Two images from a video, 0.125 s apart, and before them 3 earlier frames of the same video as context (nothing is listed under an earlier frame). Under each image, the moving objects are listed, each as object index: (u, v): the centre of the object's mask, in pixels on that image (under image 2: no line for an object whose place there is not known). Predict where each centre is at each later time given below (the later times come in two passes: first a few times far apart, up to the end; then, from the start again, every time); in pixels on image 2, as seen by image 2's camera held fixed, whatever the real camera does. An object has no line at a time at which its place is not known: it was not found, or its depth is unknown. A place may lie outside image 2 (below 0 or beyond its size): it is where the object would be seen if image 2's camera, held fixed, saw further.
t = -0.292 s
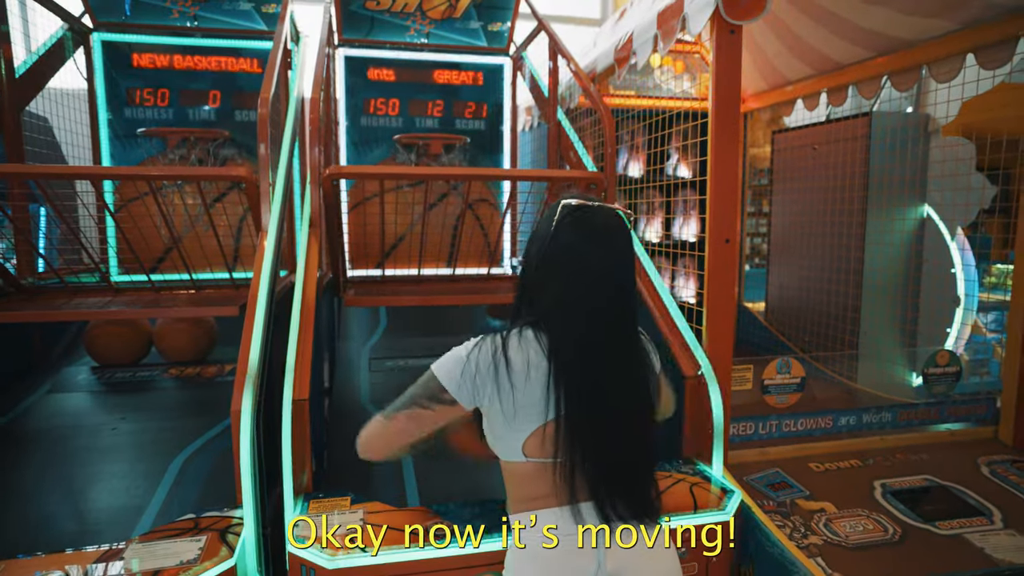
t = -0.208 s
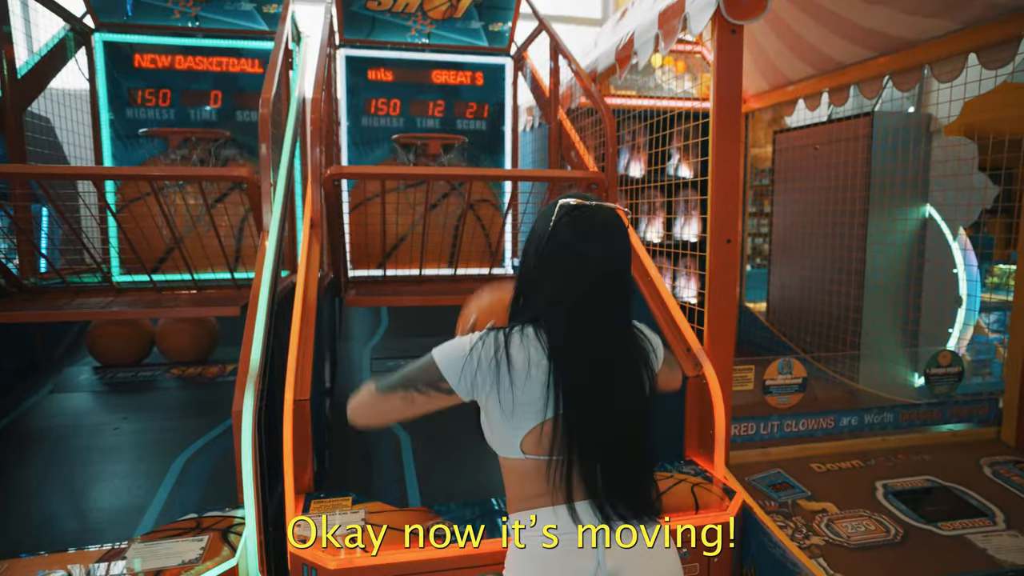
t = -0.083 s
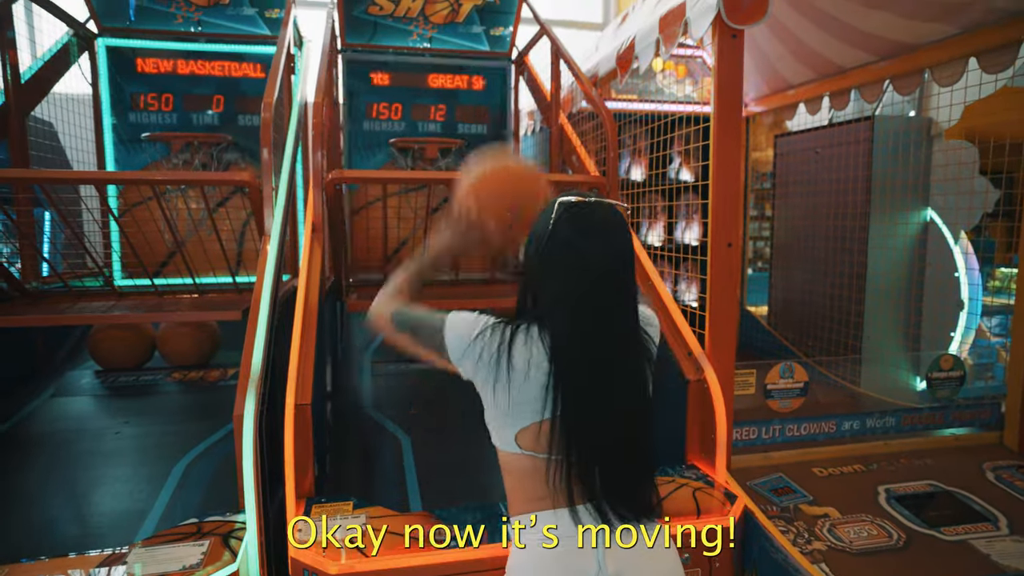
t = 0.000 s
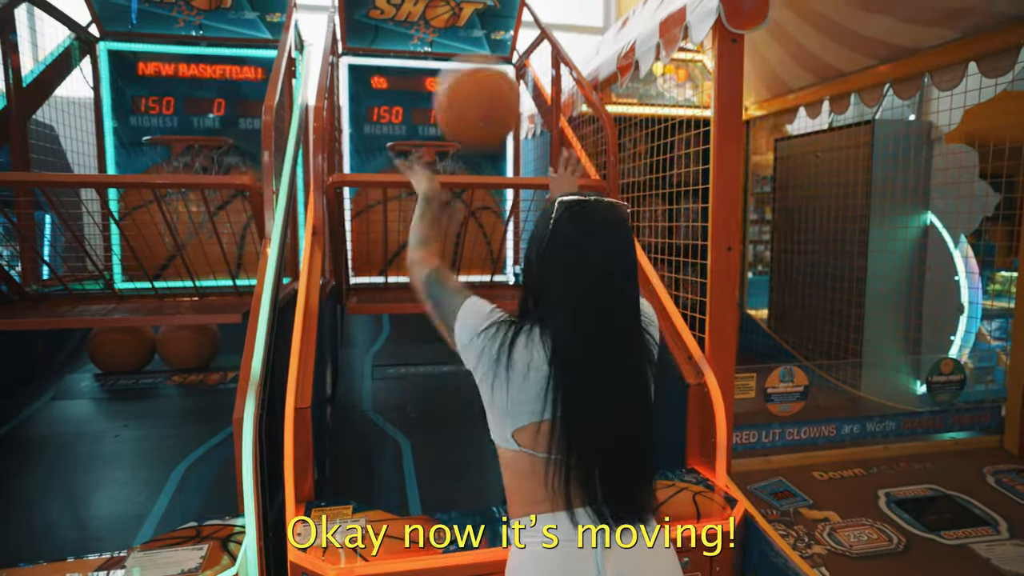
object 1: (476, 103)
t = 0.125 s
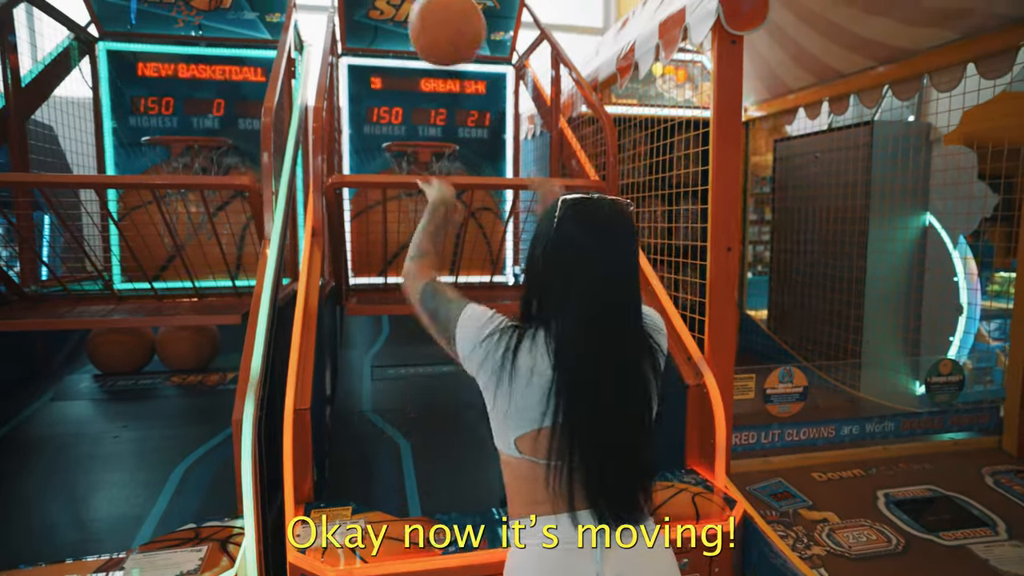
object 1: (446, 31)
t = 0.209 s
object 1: (431, 21)
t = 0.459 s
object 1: (398, 76)
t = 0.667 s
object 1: (390, 103)
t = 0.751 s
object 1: (390, 102)
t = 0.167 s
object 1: (438, 24)
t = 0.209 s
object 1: (431, 21)
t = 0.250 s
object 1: (425, 20)
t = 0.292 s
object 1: (419, 21)
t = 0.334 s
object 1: (413, 29)
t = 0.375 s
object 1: (408, 42)
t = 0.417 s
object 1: (402, 59)
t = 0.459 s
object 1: (398, 76)
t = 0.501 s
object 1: (394, 97)
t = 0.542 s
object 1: (392, 120)
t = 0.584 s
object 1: (391, 120)
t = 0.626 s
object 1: (390, 109)
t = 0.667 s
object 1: (390, 103)
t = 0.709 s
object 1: (390, 101)
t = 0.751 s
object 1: (390, 102)
